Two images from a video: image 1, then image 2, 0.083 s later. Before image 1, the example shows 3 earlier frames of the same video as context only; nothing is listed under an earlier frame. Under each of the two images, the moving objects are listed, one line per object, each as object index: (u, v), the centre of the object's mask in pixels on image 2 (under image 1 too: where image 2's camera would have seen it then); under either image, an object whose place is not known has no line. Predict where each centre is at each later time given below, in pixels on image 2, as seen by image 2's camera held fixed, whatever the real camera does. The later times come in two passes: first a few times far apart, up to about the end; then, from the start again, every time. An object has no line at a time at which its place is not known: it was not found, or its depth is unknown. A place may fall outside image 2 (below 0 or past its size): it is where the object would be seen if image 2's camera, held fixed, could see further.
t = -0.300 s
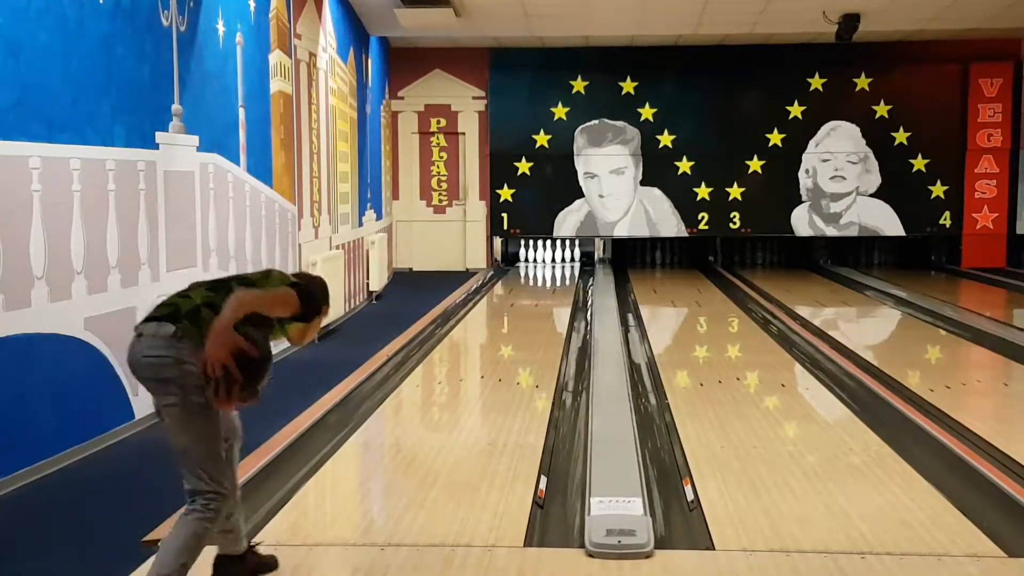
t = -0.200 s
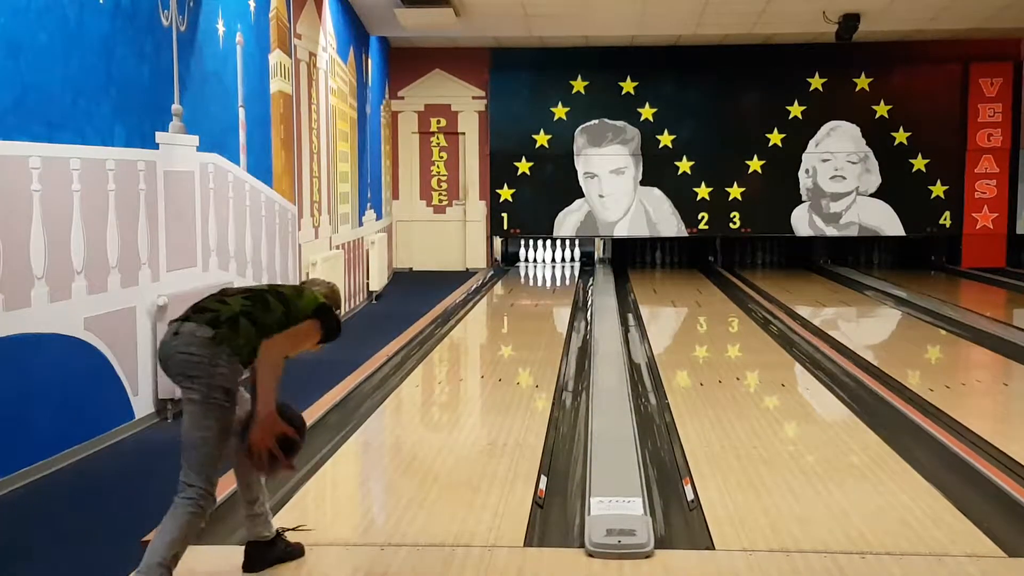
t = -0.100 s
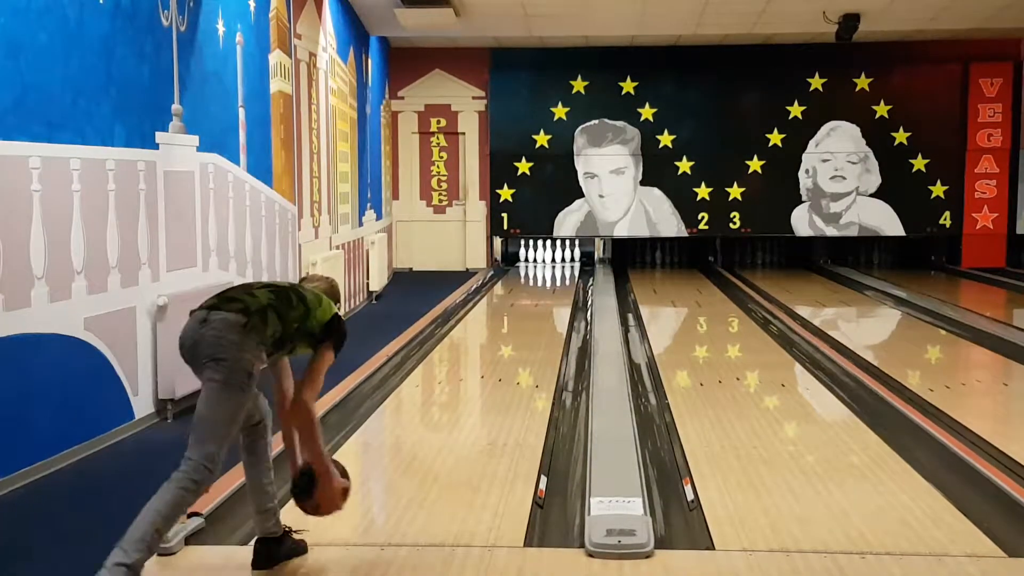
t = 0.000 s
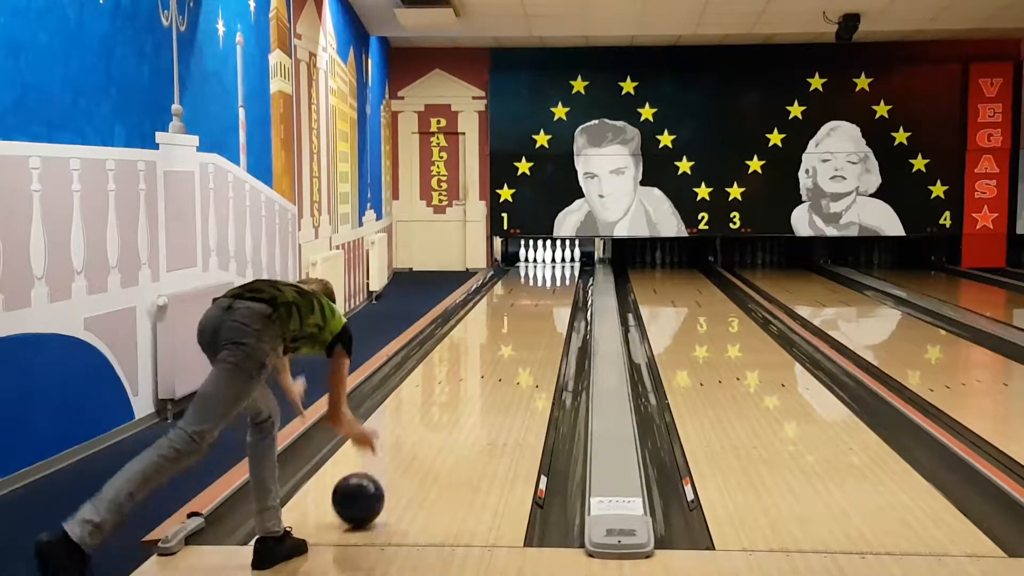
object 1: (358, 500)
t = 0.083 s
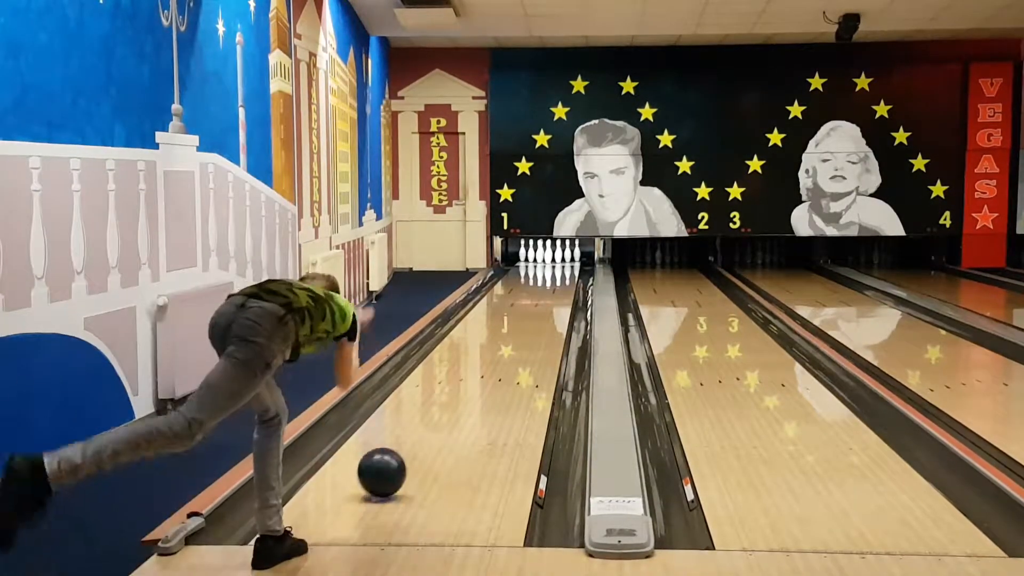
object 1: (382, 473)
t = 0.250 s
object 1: (419, 435)
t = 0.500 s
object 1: (458, 392)
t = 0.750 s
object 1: (485, 362)
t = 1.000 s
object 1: (504, 339)
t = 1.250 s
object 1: (519, 322)
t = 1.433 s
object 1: (527, 311)
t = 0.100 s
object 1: (386, 470)
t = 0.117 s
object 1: (390, 466)
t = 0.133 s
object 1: (394, 462)
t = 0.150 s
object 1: (398, 458)
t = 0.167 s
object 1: (402, 454)
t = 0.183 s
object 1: (405, 450)
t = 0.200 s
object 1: (409, 446)
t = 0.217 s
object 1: (412, 443)
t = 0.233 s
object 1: (416, 439)
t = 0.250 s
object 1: (419, 435)
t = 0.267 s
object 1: (422, 432)
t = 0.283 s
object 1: (425, 428)
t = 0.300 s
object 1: (428, 425)
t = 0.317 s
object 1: (431, 422)
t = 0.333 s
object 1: (434, 419)
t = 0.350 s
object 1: (437, 416)
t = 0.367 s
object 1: (439, 413)
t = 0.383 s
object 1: (442, 410)
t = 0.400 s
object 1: (444, 407)
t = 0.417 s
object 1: (447, 405)
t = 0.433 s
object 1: (449, 402)
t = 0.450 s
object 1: (452, 399)
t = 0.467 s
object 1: (454, 397)
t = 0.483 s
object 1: (456, 394)
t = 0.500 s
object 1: (458, 392)
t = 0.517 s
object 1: (460, 390)
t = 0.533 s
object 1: (462, 387)
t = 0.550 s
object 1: (464, 385)
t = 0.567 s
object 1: (466, 383)
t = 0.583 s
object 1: (468, 381)
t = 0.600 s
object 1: (470, 378)
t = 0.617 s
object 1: (472, 377)
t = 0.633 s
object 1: (474, 375)
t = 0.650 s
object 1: (476, 373)
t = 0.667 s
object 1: (477, 371)
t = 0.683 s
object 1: (479, 369)
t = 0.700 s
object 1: (481, 367)
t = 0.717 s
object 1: (482, 365)
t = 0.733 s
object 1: (484, 364)
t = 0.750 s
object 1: (485, 362)
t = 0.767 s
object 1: (487, 360)
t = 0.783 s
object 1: (488, 359)
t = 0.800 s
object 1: (490, 357)
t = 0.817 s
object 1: (491, 355)
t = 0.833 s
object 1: (492, 354)
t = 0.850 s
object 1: (493, 352)
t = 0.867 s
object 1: (495, 351)
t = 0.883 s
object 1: (496, 349)
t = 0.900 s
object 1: (497, 347)
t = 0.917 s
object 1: (498, 346)
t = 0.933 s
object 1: (500, 345)
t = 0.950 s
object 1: (501, 343)
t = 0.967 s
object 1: (502, 342)
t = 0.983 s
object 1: (503, 340)
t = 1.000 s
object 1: (504, 339)
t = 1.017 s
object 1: (505, 338)
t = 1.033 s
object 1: (506, 337)
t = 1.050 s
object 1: (508, 335)
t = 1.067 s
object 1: (508, 334)
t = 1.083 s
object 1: (510, 333)
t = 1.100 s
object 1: (510, 332)
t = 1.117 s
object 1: (511, 331)
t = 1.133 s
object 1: (512, 329)
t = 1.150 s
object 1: (513, 328)
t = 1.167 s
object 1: (514, 327)
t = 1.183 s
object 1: (515, 326)
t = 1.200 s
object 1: (516, 325)
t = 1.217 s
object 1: (517, 324)
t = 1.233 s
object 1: (518, 323)
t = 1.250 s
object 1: (519, 322)
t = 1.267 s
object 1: (519, 321)
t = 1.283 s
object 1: (520, 320)
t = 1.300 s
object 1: (521, 319)
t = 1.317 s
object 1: (522, 318)
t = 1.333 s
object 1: (523, 317)
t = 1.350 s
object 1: (523, 316)
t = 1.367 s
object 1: (524, 315)
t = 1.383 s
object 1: (525, 314)
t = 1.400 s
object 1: (526, 313)
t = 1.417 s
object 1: (526, 312)
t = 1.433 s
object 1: (527, 311)
